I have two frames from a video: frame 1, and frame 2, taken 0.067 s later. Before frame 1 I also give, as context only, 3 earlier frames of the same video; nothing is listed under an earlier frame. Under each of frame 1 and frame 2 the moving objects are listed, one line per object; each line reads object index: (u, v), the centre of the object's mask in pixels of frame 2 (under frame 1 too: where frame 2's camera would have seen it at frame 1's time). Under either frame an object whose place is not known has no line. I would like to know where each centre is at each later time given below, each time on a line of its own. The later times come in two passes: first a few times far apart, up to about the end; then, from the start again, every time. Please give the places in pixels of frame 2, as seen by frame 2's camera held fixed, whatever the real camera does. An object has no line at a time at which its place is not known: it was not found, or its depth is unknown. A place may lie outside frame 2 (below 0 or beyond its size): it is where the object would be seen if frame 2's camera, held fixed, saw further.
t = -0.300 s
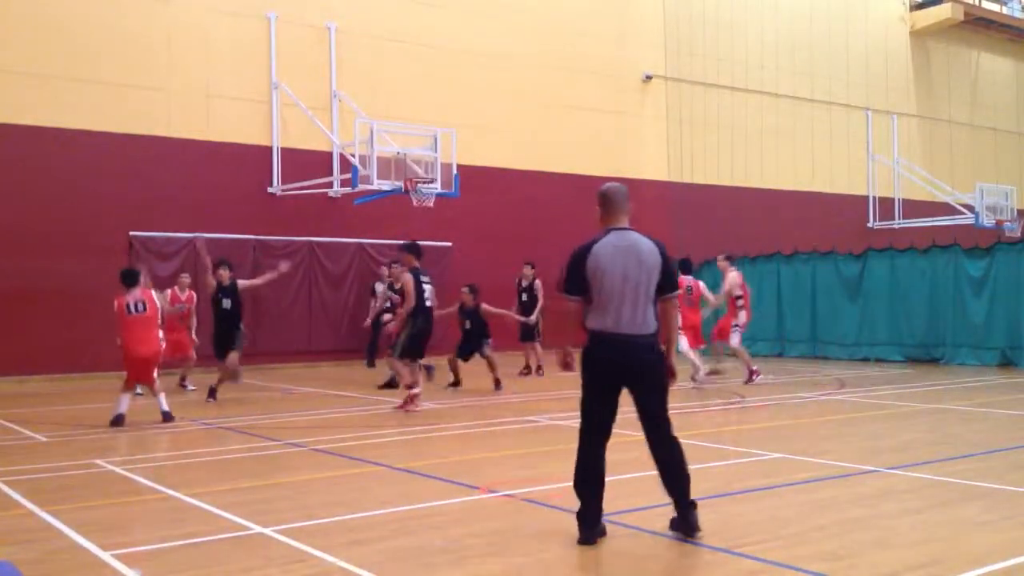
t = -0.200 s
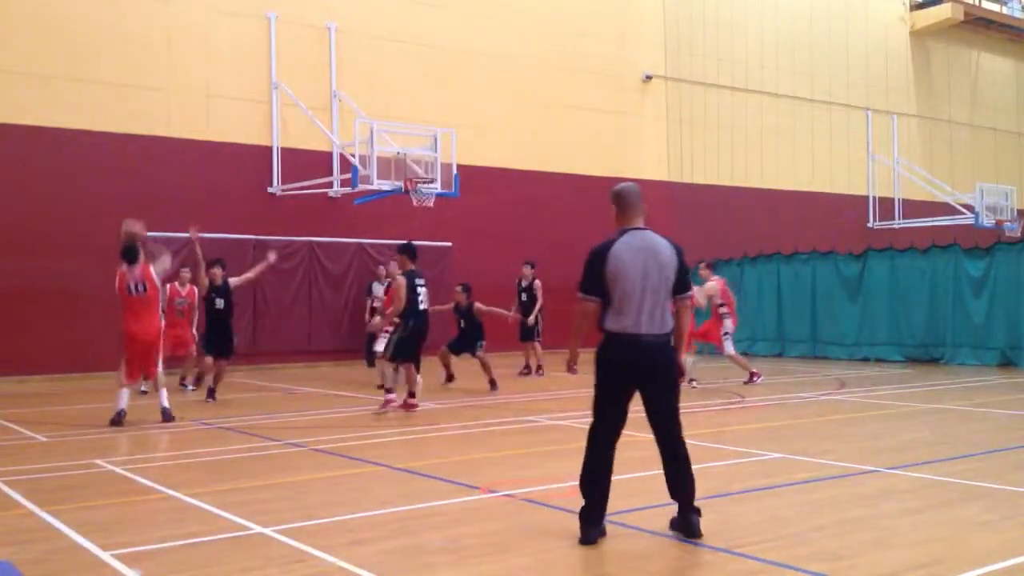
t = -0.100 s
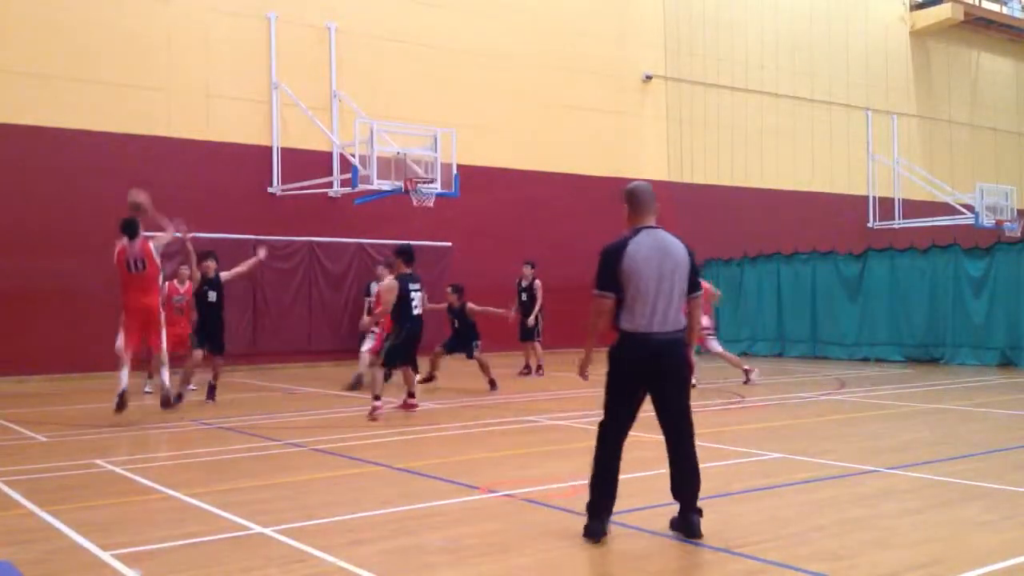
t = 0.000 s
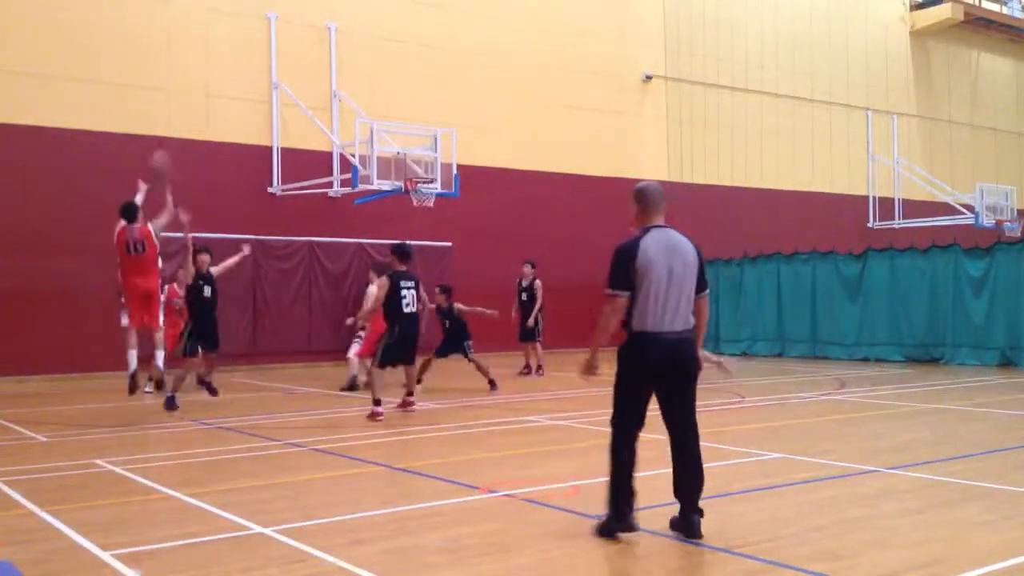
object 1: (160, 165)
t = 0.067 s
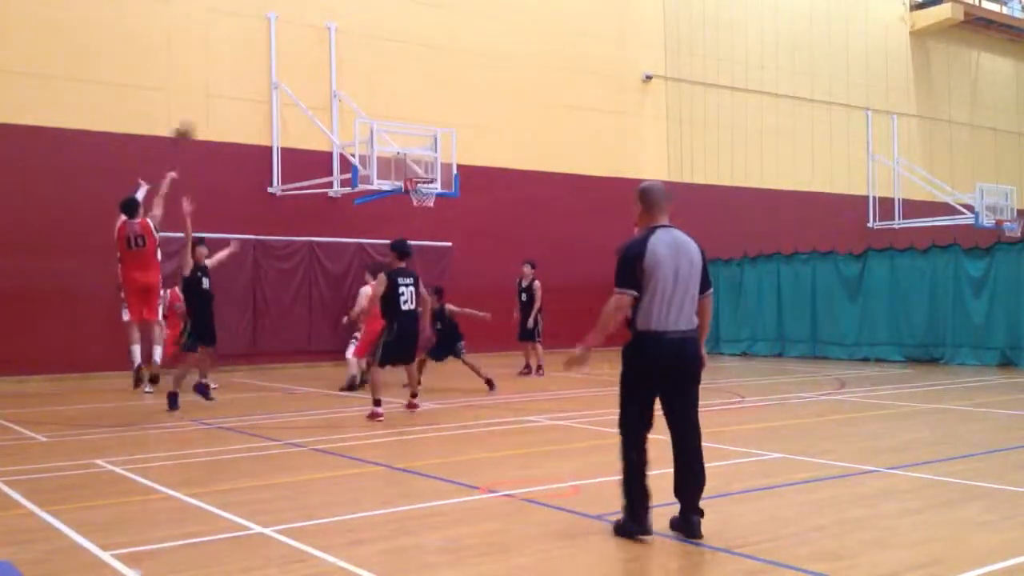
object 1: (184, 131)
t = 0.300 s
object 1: (257, 66)
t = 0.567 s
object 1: (325, 54)
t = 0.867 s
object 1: (387, 100)
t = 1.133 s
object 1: (429, 174)
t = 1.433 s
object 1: (415, 161)
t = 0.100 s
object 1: (195, 120)
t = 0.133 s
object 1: (206, 109)
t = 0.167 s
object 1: (217, 98)
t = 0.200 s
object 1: (228, 88)
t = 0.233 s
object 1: (238, 80)
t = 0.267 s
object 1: (248, 72)
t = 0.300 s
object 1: (257, 66)
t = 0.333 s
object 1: (267, 62)
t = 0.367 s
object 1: (276, 59)
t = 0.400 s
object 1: (285, 55)
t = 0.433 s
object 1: (293, 53)
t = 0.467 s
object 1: (301, 52)
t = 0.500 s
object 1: (309, 52)
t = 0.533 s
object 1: (317, 53)
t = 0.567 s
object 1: (325, 54)
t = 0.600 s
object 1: (333, 57)
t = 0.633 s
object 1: (341, 60)
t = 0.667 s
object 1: (348, 64)
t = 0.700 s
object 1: (355, 68)
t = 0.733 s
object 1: (362, 73)
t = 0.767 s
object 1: (368, 79)
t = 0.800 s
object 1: (375, 86)
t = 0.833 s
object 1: (381, 93)
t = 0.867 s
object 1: (387, 100)
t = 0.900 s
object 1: (393, 108)
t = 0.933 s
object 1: (399, 117)
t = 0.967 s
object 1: (405, 126)
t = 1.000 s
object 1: (411, 135)
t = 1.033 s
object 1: (416, 146)
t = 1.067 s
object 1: (421, 159)
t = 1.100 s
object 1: (429, 168)
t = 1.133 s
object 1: (429, 174)
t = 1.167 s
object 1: (424, 171)
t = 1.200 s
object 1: (417, 170)
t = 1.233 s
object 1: (415, 168)
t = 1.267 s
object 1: (413, 167)
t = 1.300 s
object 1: (414, 163)
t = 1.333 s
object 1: (413, 161)
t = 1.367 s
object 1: (414, 161)
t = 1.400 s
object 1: (414, 161)
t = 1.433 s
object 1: (415, 161)
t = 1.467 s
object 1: (415, 162)
